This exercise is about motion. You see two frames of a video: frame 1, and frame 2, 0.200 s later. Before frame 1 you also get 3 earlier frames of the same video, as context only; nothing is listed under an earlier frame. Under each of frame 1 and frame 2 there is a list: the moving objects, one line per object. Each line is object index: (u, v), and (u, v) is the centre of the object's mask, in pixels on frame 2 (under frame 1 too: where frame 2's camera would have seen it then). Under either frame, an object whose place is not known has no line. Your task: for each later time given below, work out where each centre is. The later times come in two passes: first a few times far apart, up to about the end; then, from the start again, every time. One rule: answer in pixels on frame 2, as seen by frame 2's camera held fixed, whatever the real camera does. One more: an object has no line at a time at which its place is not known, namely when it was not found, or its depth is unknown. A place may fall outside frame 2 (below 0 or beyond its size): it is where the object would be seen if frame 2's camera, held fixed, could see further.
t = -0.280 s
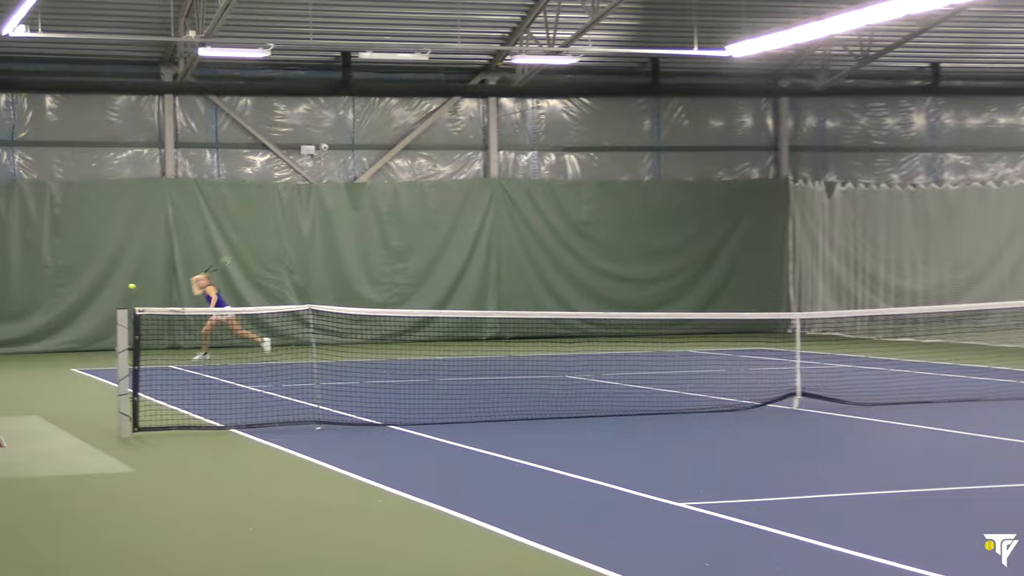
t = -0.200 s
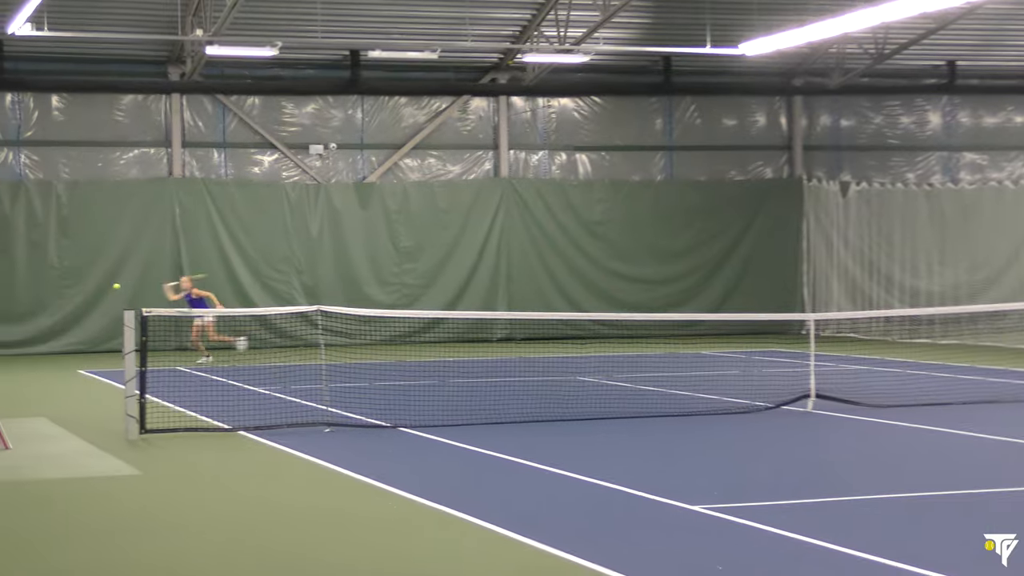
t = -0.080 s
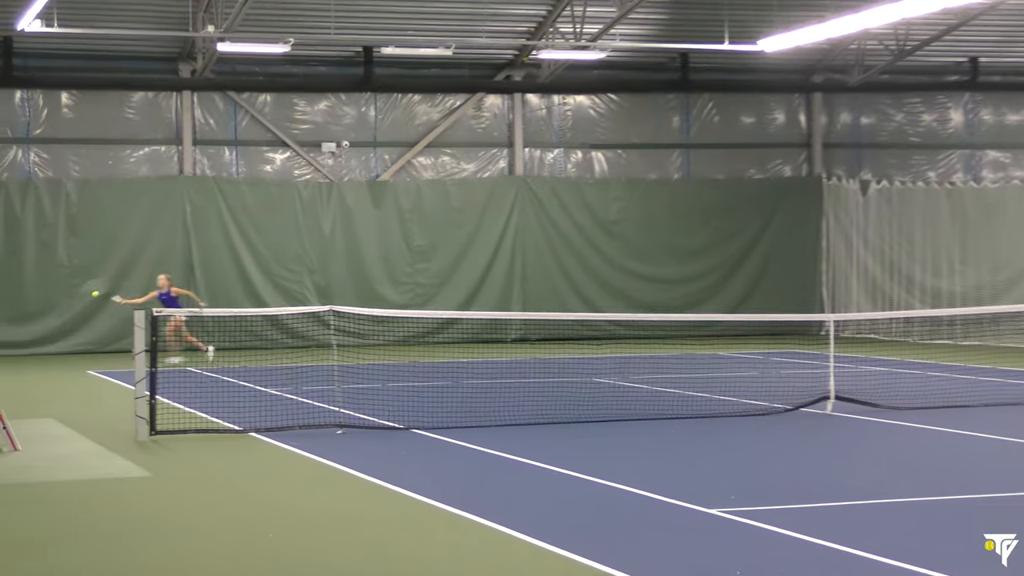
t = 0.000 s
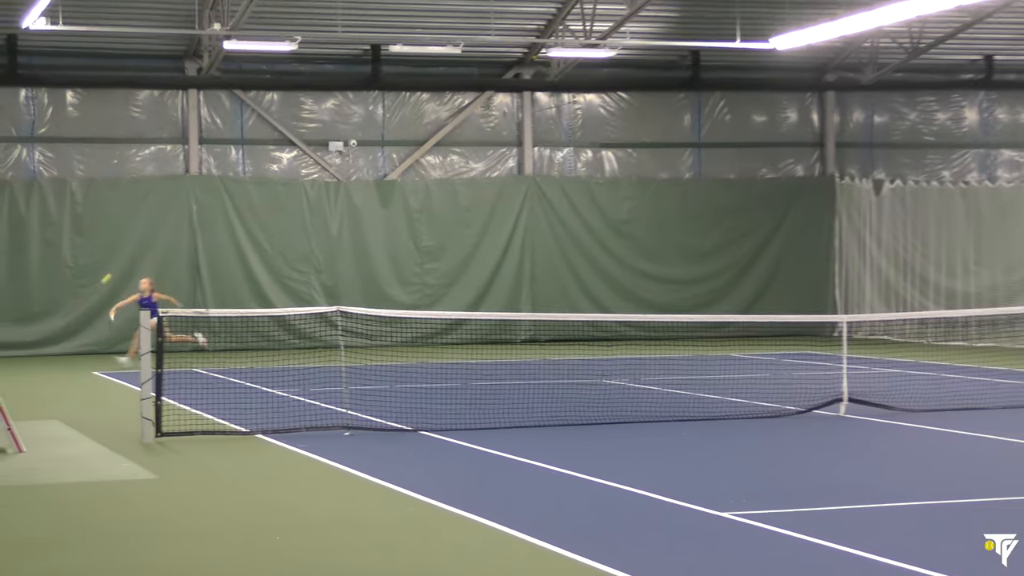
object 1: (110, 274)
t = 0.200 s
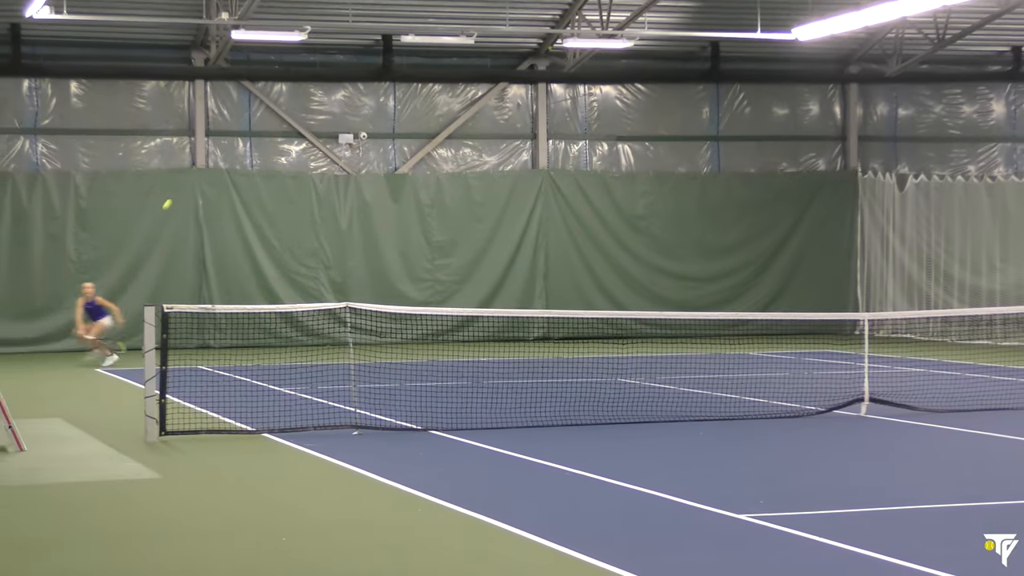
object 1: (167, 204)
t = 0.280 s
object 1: (192, 181)
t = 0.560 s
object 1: (287, 125)
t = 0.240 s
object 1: (179, 192)
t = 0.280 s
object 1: (192, 181)
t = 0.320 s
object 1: (204, 170)
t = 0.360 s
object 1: (218, 161)
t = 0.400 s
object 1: (231, 152)
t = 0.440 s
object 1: (244, 143)
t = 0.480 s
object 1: (259, 137)
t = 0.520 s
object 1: (273, 130)
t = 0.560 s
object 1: (287, 125)
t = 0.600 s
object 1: (303, 121)
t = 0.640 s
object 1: (318, 118)
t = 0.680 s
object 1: (335, 117)
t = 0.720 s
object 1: (352, 117)
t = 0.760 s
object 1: (369, 118)
